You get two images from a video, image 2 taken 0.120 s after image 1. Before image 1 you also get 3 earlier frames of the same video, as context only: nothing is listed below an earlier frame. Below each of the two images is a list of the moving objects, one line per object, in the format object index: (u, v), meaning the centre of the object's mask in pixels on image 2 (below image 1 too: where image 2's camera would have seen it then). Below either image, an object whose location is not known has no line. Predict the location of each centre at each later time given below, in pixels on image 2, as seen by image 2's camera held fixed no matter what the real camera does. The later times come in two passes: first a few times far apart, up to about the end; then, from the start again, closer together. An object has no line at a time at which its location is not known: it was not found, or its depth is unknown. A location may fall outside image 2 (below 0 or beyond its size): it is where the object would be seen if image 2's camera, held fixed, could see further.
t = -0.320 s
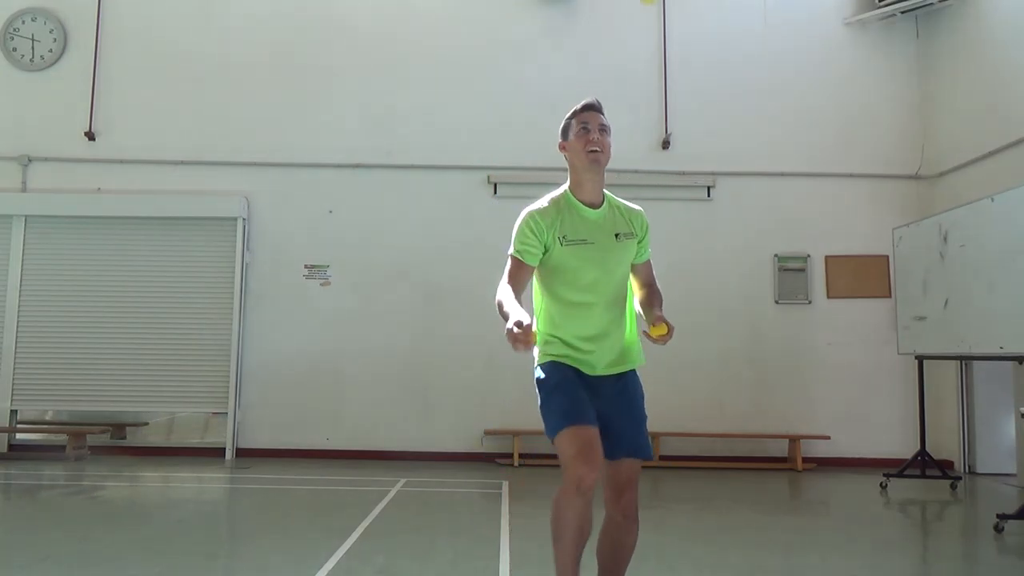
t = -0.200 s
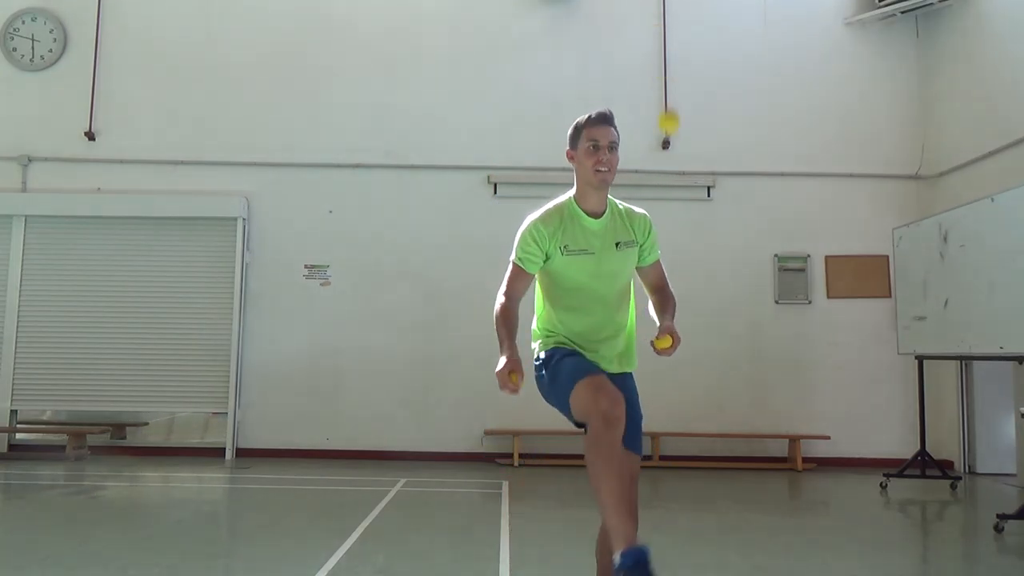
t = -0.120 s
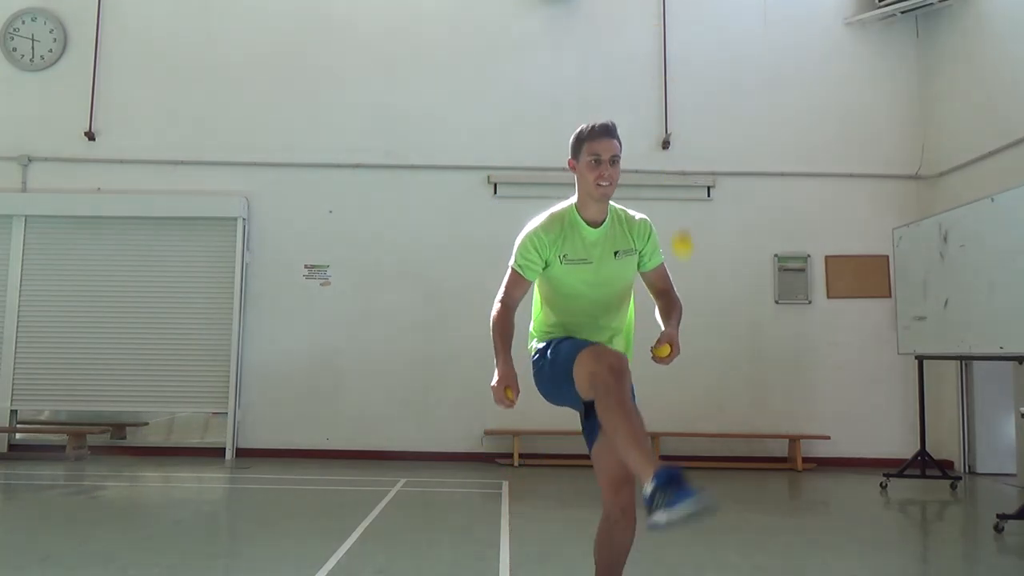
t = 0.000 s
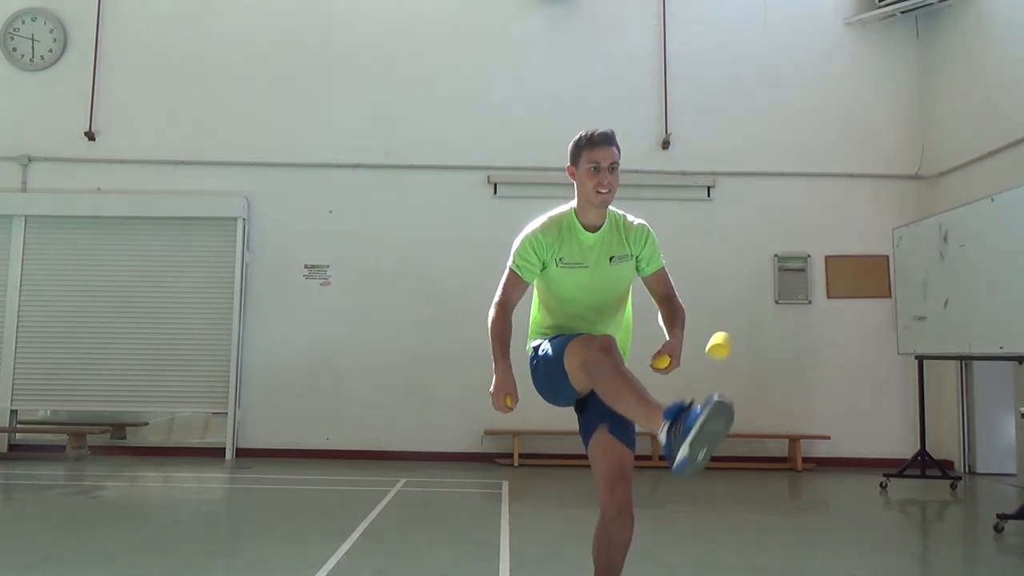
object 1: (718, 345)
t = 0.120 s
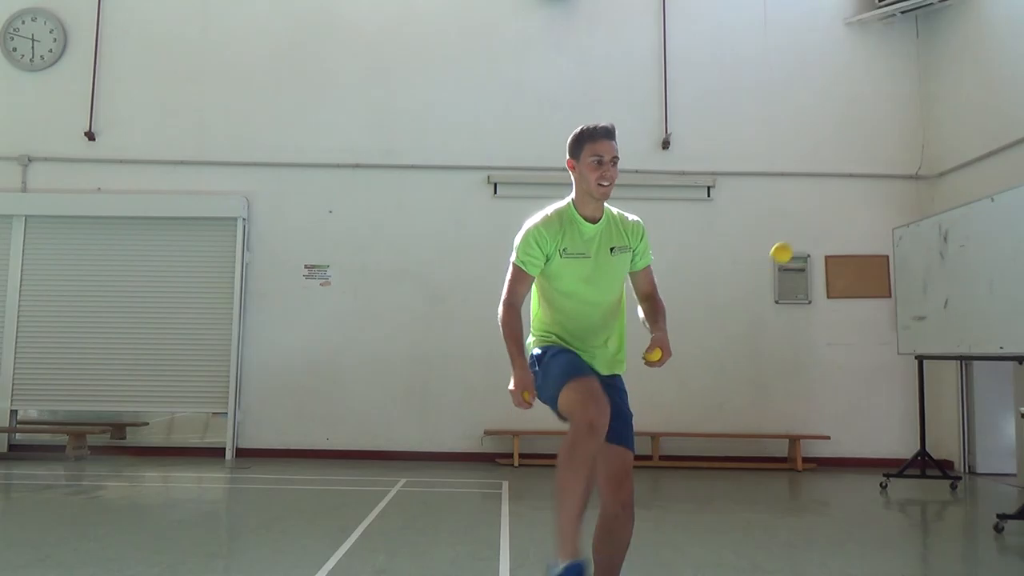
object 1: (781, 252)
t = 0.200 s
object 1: (817, 224)
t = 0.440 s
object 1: (908, 263)
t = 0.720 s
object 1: (995, 490)
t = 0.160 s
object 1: (800, 234)
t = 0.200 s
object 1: (817, 224)
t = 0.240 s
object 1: (833, 218)
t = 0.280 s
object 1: (850, 217)
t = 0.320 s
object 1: (865, 222)
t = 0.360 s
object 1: (879, 232)
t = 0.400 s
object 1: (894, 245)
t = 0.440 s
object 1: (908, 263)
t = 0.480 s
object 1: (921, 284)
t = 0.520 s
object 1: (935, 310)
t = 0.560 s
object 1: (948, 339)
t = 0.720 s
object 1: (995, 490)
